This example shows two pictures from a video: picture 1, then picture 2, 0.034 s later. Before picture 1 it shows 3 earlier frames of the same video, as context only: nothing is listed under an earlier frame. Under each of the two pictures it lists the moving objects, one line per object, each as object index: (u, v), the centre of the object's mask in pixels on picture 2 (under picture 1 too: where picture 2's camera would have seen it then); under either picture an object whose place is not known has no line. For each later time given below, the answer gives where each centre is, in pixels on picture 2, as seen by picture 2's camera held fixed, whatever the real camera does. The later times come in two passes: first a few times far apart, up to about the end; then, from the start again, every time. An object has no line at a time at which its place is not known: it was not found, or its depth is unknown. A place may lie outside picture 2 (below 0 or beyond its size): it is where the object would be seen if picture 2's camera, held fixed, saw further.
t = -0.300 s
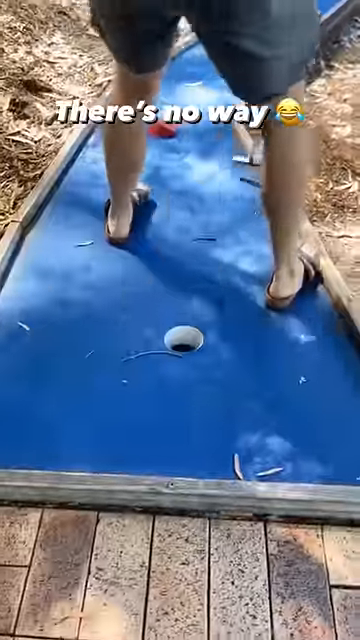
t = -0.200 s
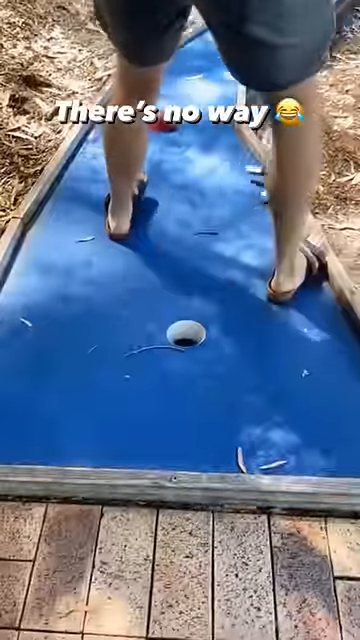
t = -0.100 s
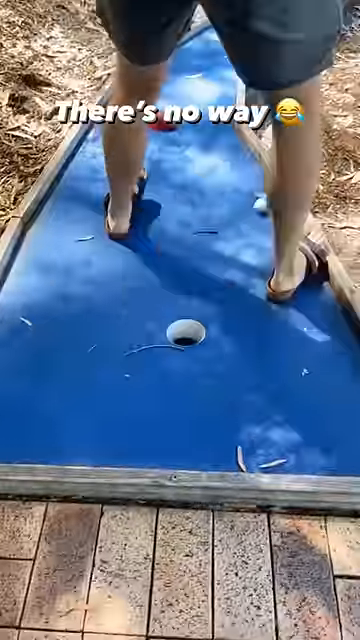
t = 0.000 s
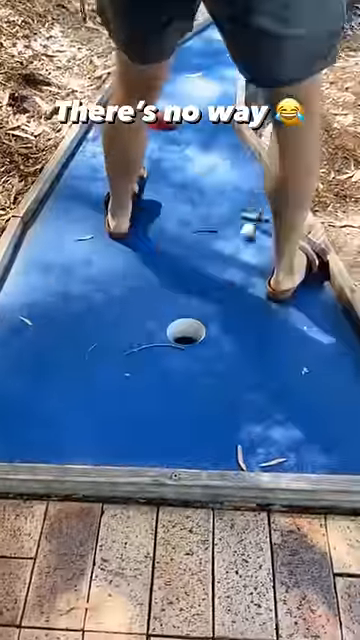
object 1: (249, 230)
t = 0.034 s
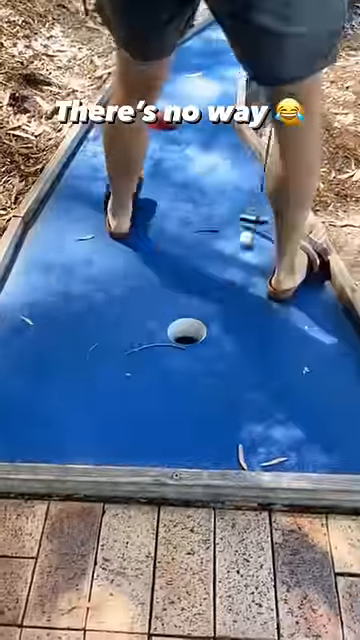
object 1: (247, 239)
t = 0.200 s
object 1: (229, 283)
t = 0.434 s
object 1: (201, 354)
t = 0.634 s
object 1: (171, 427)
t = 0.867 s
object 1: (155, 428)
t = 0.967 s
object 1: (152, 414)
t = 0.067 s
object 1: (243, 248)
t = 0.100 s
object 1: (239, 258)
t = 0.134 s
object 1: (234, 265)
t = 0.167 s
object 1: (232, 273)
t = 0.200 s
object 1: (229, 283)
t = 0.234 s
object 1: (226, 291)
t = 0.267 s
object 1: (222, 301)
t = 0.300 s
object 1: (218, 312)
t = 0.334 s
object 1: (214, 322)
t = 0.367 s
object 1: (210, 333)
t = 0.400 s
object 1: (206, 343)
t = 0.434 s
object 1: (201, 354)
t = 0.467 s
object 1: (197, 365)
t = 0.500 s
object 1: (192, 376)
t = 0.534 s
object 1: (186, 389)
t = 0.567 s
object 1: (181, 401)
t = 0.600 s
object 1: (176, 414)
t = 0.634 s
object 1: (171, 427)
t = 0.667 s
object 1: (166, 441)
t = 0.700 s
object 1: (160, 454)
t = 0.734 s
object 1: (157, 455)
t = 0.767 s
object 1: (156, 446)
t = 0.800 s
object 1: (156, 440)
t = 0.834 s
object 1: (156, 433)
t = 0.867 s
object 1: (155, 428)
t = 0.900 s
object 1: (154, 423)
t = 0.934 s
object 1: (153, 418)
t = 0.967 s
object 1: (152, 414)
